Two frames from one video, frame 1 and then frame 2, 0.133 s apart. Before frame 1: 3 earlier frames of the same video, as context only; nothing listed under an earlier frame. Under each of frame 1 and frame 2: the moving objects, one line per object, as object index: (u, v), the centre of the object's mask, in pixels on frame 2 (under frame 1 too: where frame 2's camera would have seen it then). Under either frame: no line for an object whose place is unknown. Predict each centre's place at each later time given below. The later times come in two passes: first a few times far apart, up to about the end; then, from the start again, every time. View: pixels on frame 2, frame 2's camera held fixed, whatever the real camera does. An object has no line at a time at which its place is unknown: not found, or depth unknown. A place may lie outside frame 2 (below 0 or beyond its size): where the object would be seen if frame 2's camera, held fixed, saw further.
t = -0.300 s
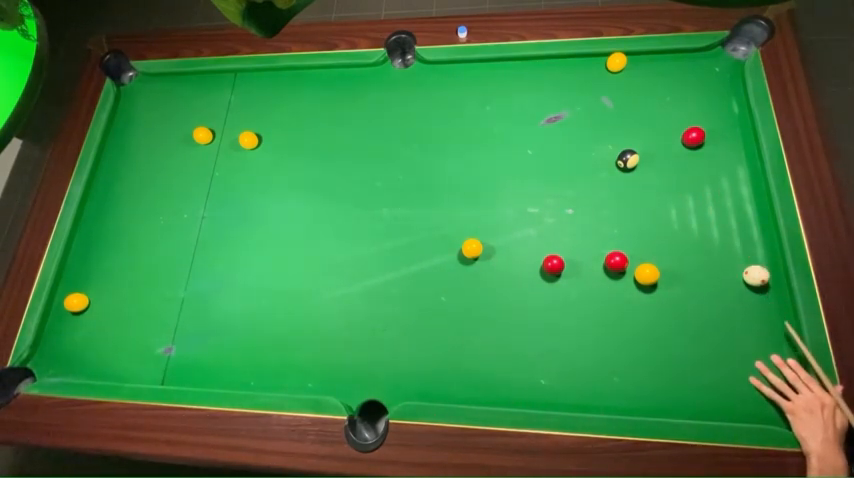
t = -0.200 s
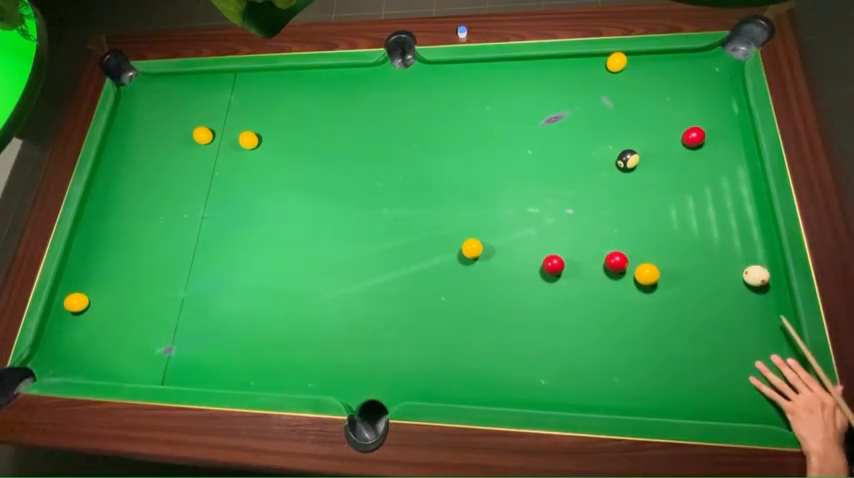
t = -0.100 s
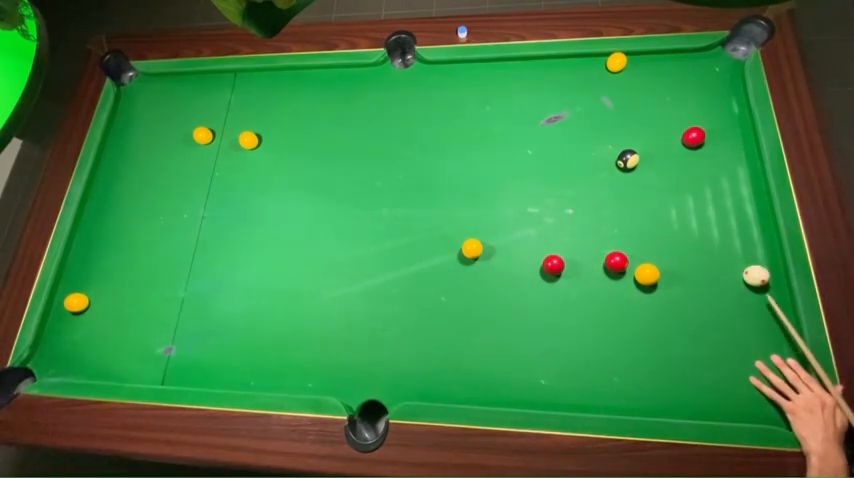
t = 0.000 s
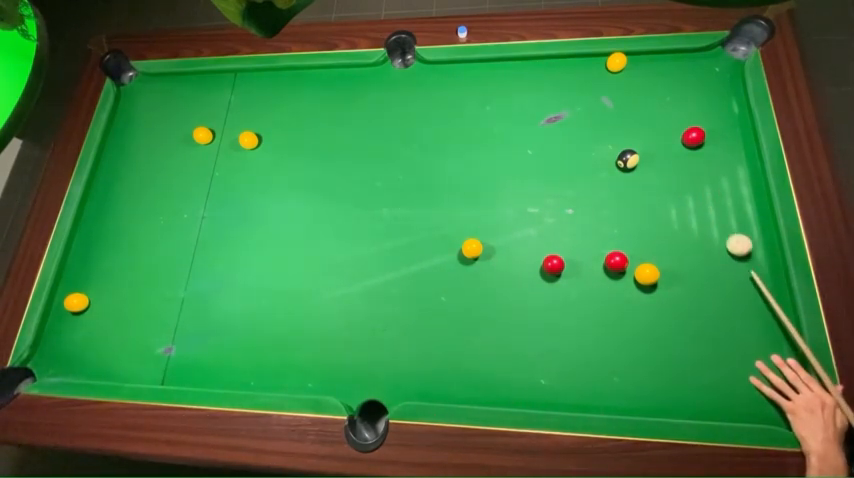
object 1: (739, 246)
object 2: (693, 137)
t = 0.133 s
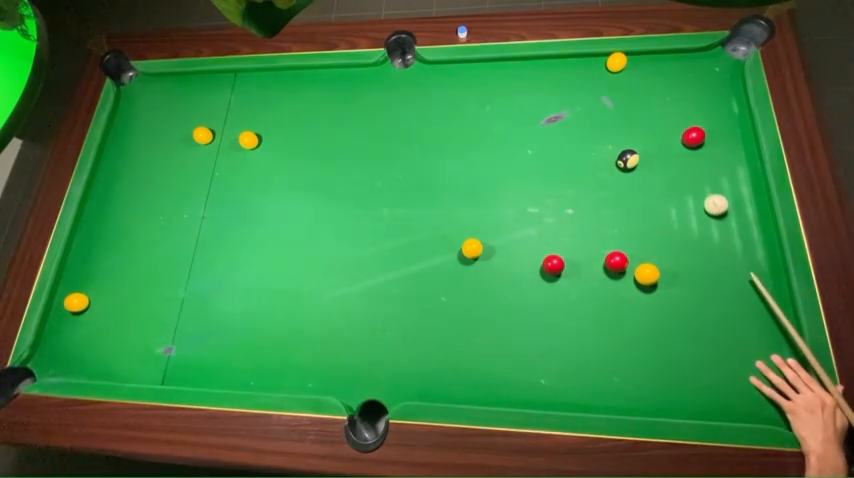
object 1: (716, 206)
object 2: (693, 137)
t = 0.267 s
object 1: (695, 169)
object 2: (693, 136)
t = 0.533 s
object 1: (646, 132)
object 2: (700, 118)
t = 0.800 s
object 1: (600, 105)
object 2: (708, 97)
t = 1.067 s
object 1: (559, 83)
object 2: (713, 78)
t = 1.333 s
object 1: (523, 65)
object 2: (718, 62)
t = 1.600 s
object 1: (500, 78)
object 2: (723, 50)
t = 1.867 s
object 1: (478, 91)
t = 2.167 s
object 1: (456, 103)
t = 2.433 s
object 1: (438, 112)
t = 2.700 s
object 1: (423, 120)
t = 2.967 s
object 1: (410, 127)
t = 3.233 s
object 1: (398, 132)
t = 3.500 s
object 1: (389, 137)
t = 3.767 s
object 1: (382, 140)
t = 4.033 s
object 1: (378, 141)
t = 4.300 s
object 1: (376, 143)
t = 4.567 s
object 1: (376, 143)
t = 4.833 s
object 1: (376, 143)
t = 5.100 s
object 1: (376, 143)
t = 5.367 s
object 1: (376, 143)
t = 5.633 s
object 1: (376, 143)
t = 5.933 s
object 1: (376, 143)
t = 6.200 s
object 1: (376, 143)
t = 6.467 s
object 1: (376, 143)
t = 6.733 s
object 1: (376, 143)
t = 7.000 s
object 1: (376, 143)
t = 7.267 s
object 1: (376, 143)
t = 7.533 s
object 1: (376, 143)
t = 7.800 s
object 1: (376, 143)
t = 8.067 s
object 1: (376, 143)
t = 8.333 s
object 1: (376, 143)
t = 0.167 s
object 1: (710, 196)
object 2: (693, 137)
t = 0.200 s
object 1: (705, 187)
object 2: (693, 137)
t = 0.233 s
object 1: (700, 178)
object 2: (693, 136)
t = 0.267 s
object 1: (695, 169)
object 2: (693, 136)
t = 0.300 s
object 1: (690, 161)
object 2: (693, 137)
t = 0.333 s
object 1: (685, 153)
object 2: (694, 135)
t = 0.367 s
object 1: (678, 150)
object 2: (695, 133)
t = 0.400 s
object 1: (671, 146)
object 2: (696, 129)
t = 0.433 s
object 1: (665, 142)
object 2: (697, 127)
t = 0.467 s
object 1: (658, 139)
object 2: (698, 124)
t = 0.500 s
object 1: (652, 135)
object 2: (699, 121)
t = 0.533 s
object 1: (646, 132)
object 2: (700, 118)
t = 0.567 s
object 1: (640, 128)
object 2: (701, 115)
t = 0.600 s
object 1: (634, 125)
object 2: (702, 113)
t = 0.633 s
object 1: (628, 121)
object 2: (703, 110)
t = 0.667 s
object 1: (622, 118)
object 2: (704, 107)
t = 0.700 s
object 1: (616, 115)
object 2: (705, 104)
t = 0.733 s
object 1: (611, 112)
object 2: (706, 102)
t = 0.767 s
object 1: (605, 109)
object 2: (707, 99)
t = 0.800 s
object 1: (600, 105)
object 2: (708, 97)
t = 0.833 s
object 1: (594, 102)
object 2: (709, 94)
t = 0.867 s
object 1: (589, 100)
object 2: (709, 92)
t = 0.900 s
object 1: (584, 97)
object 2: (710, 90)
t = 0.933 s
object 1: (579, 94)
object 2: (711, 87)
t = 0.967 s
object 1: (573, 91)
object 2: (711, 85)
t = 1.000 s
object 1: (568, 88)
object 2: (712, 83)
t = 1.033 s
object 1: (563, 85)
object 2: (713, 80)
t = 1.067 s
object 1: (559, 83)
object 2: (713, 78)
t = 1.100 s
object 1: (554, 80)
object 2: (714, 76)
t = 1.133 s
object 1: (549, 77)
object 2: (715, 74)
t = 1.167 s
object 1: (545, 74)
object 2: (715, 72)
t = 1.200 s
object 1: (540, 72)
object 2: (716, 70)
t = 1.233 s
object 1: (536, 69)
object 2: (716, 68)
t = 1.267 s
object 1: (531, 67)
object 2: (717, 66)
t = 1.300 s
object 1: (527, 64)
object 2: (717, 64)
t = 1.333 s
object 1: (523, 65)
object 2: (718, 62)
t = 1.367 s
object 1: (520, 67)
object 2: (718, 60)
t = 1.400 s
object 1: (517, 68)
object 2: (718, 58)
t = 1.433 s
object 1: (514, 70)
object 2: (719, 56)
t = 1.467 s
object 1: (511, 72)
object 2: (719, 54)
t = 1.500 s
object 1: (508, 74)
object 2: (720, 52)
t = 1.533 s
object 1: (506, 75)
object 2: (720, 51)
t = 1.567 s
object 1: (503, 77)
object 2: (722, 50)
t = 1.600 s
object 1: (500, 78)
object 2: (723, 50)
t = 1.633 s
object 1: (497, 80)
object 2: (724, 50)
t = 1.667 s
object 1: (494, 82)
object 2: (725, 50)
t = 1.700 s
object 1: (492, 83)
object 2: (727, 50)
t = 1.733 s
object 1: (489, 85)
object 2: (728, 50)
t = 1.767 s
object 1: (486, 86)
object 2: (729, 50)
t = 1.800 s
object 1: (484, 88)
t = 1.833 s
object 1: (481, 89)
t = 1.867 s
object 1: (478, 91)
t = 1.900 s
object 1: (476, 92)
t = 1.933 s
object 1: (473, 94)
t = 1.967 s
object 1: (471, 95)
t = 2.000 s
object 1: (468, 97)
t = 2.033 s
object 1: (466, 98)
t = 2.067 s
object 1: (464, 99)
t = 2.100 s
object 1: (461, 100)
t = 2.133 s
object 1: (458, 102)
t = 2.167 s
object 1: (456, 103)
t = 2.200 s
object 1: (454, 104)
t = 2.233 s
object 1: (452, 105)
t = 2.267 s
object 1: (449, 106)
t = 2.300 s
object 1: (447, 108)
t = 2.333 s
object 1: (445, 109)
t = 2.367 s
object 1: (443, 110)
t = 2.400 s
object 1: (441, 111)
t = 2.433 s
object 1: (438, 112)
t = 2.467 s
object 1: (437, 113)
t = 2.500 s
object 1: (434, 114)
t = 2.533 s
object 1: (432, 115)
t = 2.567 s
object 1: (431, 116)
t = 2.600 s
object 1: (428, 117)
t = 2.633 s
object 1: (427, 118)
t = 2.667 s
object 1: (425, 119)
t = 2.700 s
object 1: (423, 120)
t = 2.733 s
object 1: (421, 121)
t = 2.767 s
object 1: (419, 122)
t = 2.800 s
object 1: (418, 122)
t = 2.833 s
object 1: (416, 123)
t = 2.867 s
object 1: (414, 124)
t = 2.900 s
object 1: (413, 125)
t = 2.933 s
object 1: (411, 126)
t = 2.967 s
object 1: (410, 127)
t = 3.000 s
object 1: (408, 127)
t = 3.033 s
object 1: (407, 128)
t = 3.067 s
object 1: (405, 129)
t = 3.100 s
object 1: (404, 130)
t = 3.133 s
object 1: (402, 130)
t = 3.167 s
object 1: (401, 131)
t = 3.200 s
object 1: (400, 132)
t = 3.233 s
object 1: (398, 132)
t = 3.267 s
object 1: (397, 133)
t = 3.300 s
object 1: (396, 134)
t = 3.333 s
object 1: (395, 134)
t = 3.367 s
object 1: (394, 135)
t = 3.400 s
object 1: (393, 135)
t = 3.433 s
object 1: (392, 136)
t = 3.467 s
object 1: (390, 136)
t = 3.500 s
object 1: (389, 137)
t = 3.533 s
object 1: (388, 137)
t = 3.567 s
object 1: (387, 137)
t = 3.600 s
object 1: (387, 138)
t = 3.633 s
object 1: (386, 138)
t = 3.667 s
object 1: (385, 138)
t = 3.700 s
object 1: (384, 139)
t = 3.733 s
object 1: (383, 139)
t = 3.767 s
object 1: (382, 140)
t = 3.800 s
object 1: (382, 140)
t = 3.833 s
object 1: (381, 140)
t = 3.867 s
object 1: (381, 140)
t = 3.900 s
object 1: (380, 141)
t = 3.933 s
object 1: (379, 141)
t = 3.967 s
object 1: (379, 141)
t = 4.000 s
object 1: (378, 141)
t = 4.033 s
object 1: (378, 141)
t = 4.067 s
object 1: (378, 142)
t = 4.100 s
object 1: (377, 142)
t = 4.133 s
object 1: (377, 142)
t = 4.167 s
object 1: (376, 142)
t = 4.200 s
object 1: (376, 142)
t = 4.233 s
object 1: (376, 142)
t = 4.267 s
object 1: (376, 143)
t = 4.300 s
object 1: (376, 143)
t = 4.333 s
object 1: (376, 143)
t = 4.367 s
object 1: (376, 143)
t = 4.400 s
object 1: (376, 143)
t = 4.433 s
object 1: (376, 143)
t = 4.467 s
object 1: (376, 143)
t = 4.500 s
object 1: (376, 143)
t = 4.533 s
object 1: (376, 143)
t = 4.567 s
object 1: (376, 143)
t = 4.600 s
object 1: (376, 143)
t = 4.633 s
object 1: (376, 143)
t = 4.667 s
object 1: (376, 143)
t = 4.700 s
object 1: (376, 143)
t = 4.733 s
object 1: (376, 143)
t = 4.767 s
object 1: (376, 143)
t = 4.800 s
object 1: (376, 143)
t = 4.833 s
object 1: (376, 143)
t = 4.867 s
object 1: (376, 143)
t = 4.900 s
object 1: (376, 143)
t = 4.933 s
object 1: (376, 143)
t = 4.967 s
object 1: (376, 143)
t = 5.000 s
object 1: (376, 143)
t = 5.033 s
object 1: (376, 143)
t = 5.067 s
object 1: (376, 143)
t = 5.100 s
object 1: (376, 143)
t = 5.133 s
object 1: (376, 143)
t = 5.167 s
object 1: (376, 143)
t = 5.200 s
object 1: (376, 143)
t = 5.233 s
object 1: (376, 143)
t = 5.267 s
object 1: (376, 143)
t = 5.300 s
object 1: (376, 143)
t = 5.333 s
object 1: (376, 143)
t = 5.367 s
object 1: (376, 143)
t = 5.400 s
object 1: (376, 143)
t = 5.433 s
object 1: (376, 143)
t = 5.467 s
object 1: (376, 143)
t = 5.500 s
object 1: (376, 143)
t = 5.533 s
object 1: (376, 143)
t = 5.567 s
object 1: (376, 143)
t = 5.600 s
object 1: (376, 143)
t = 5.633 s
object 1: (376, 143)
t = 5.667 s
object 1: (376, 143)
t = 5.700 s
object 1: (376, 143)
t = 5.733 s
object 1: (376, 143)
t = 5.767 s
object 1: (376, 143)
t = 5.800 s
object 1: (376, 143)
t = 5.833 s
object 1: (376, 143)
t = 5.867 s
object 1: (376, 143)
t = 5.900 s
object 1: (376, 143)
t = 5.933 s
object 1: (376, 143)
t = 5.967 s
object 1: (376, 143)
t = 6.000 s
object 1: (376, 143)
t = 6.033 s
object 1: (376, 143)
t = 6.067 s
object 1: (376, 143)
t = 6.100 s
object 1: (376, 143)
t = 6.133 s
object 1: (376, 143)
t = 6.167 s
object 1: (376, 143)
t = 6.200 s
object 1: (376, 143)
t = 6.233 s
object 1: (376, 143)
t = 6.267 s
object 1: (376, 143)
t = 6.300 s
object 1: (376, 143)
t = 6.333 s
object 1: (376, 143)
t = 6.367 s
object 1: (376, 143)
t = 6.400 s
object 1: (376, 143)
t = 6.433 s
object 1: (376, 143)
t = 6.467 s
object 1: (376, 143)
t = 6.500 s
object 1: (376, 143)
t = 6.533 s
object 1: (376, 143)
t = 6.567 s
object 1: (376, 143)
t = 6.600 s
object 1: (376, 143)
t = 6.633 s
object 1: (376, 143)
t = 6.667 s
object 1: (376, 143)
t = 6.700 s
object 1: (376, 143)
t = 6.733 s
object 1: (376, 143)
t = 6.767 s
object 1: (376, 143)
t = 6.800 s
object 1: (376, 143)
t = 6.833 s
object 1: (376, 143)
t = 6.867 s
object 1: (376, 143)
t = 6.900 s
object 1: (376, 143)
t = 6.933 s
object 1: (376, 143)
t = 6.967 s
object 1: (376, 143)
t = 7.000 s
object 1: (376, 143)
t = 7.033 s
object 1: (376, 143)
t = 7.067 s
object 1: (376, 143)
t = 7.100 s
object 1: (376, 143)
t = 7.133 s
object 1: (376, 143)
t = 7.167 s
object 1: (376, 143)
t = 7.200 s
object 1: (376, 143)
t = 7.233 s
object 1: (376, 143)
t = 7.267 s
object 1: (376, 143)
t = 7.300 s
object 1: (376, 143)
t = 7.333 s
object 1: (376, 143)
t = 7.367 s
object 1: (376, 143)
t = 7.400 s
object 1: (376, 143)
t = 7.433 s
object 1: (376, 143)
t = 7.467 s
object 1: (376, 143)
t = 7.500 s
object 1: (376, 143)
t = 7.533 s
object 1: (376, 143)
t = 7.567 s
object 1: (376, 143)
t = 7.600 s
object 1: (376, 143)
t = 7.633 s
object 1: (376, 143)
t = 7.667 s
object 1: (376, 143)
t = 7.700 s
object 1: (376, 143)
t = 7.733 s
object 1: (376, 143)
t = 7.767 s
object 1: (376, 143)
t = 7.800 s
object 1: (376, 143)
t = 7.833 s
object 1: (376, 143)
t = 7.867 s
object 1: (376, 143)
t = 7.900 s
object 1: (376, 143)
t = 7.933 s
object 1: (376, 143)
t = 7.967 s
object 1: (376, 143)
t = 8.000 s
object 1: (376, 143)
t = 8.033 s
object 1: (376, 143)
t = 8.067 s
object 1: (376, 143)
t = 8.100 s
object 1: (376, 143)
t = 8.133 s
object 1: (376, 143)
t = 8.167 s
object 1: (376, 143)
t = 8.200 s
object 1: (376, 143)
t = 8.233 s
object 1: (376, 143)
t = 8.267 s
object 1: (376, 143)
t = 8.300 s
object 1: (376, 143)
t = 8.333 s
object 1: (376, 143)
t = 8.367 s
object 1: (376, 143)
